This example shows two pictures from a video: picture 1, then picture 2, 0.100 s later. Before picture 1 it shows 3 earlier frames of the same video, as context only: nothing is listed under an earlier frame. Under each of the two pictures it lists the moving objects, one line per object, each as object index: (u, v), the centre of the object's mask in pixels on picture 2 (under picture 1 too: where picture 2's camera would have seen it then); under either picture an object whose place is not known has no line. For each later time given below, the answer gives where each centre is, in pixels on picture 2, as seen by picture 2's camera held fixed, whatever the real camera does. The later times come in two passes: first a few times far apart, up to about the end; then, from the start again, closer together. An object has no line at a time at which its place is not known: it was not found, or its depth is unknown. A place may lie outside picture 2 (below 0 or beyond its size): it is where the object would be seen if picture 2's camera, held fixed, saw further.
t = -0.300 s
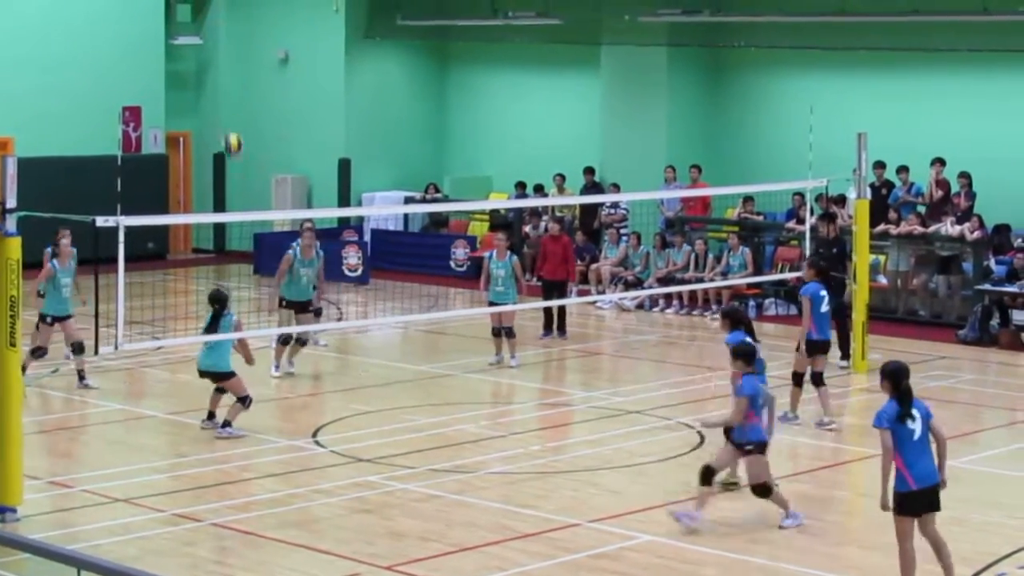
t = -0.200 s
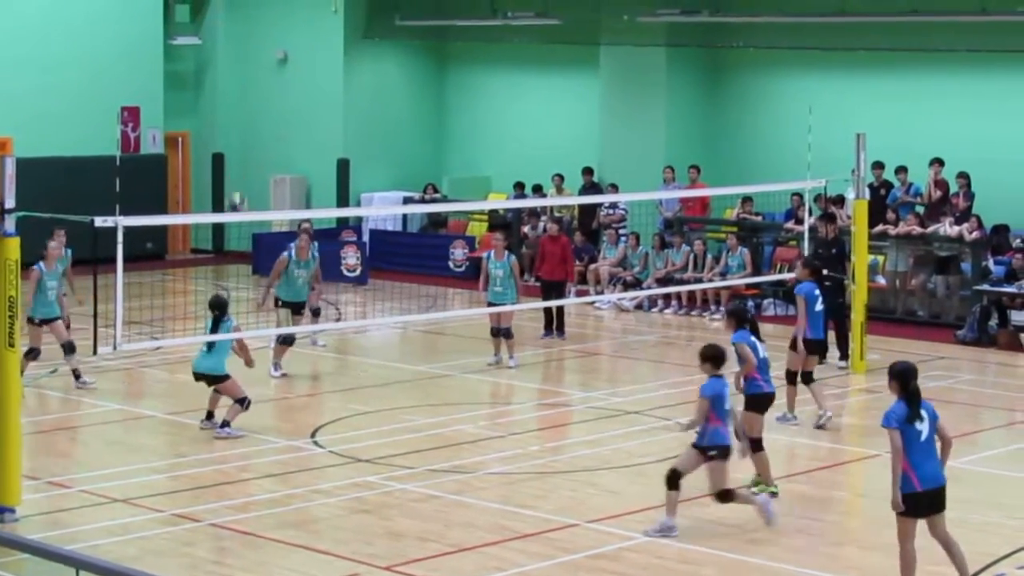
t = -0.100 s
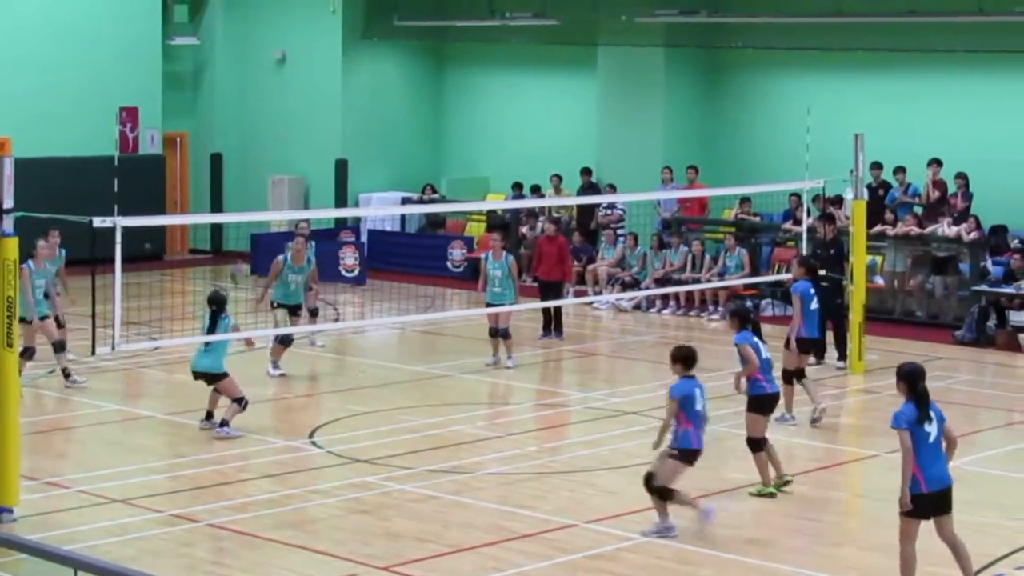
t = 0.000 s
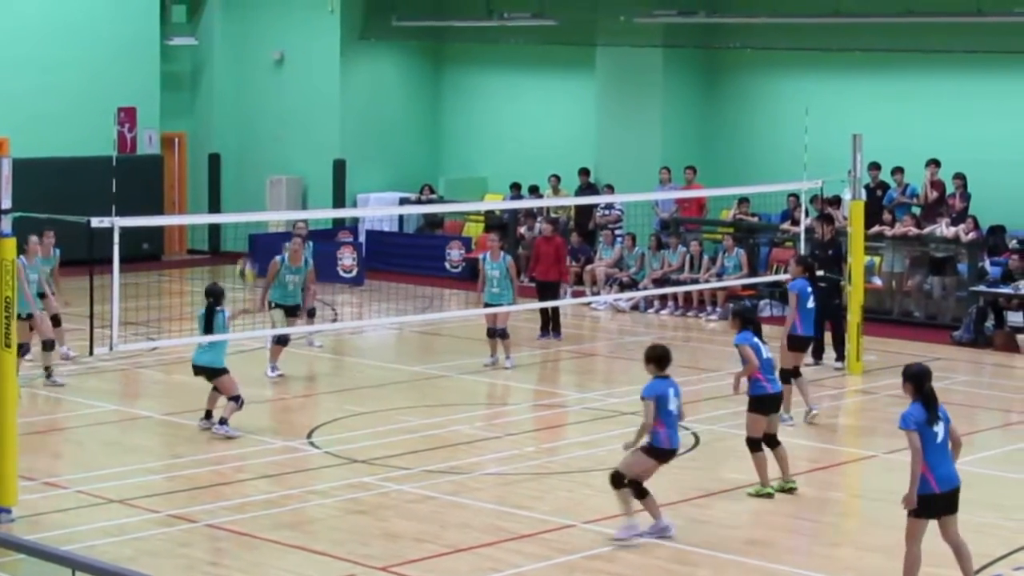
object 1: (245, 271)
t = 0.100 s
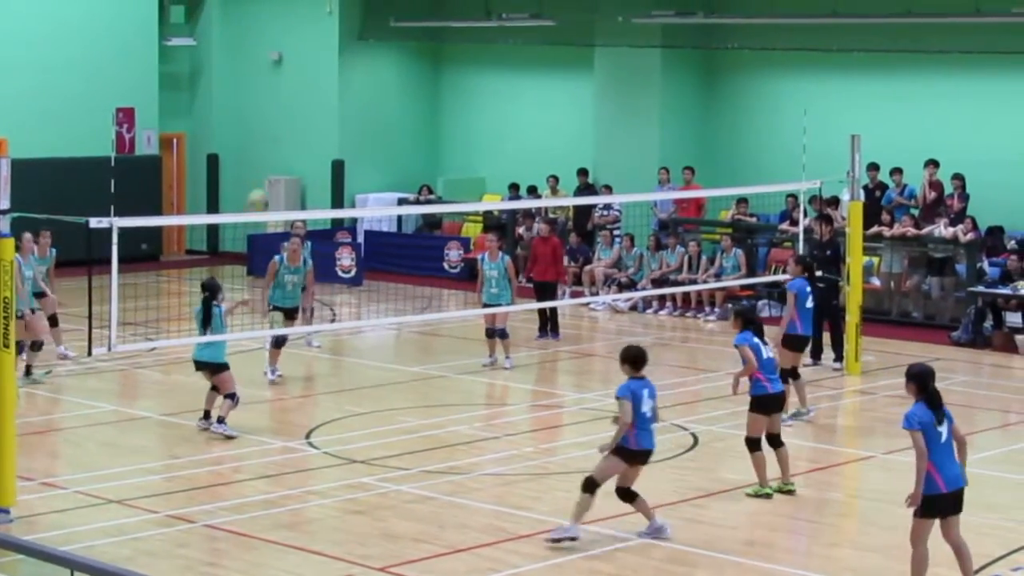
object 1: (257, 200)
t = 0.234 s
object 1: (274, 127)
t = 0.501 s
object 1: (308, 34)
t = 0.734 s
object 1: (335, 13)
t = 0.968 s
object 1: (361, 46)
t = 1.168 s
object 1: (382, 116)
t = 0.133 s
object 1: (262, 181)
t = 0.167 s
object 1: (267, 162)
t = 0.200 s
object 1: (270, 143)
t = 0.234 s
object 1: (274, 127)
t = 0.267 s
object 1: (279, 111)
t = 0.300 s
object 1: (284, 97)
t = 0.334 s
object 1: (288, 84)
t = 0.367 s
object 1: (292, 71)
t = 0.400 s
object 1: (297, 61)
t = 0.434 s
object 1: (300, 52)
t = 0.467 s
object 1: (304, 42)
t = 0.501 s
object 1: (308, 34)
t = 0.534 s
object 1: (312, 28)
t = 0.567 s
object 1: (315, 22)
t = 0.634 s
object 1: (323, 15)
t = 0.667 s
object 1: (327, 14)
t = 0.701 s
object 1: (331, 13)
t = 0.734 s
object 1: (335, 13)
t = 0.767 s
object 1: (339, 14)
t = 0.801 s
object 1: (342, 16)
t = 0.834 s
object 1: (347, 21)
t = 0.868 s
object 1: (350, 26)
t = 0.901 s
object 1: (354, 31)
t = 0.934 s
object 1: (356, 38)
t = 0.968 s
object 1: (361, 46)
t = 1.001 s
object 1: (365, 54)
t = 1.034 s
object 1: (368, 65)
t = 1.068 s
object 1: (371, 76)
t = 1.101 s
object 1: (375, 89)
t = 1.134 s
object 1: (378, 102)
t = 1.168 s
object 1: (382, 116)
